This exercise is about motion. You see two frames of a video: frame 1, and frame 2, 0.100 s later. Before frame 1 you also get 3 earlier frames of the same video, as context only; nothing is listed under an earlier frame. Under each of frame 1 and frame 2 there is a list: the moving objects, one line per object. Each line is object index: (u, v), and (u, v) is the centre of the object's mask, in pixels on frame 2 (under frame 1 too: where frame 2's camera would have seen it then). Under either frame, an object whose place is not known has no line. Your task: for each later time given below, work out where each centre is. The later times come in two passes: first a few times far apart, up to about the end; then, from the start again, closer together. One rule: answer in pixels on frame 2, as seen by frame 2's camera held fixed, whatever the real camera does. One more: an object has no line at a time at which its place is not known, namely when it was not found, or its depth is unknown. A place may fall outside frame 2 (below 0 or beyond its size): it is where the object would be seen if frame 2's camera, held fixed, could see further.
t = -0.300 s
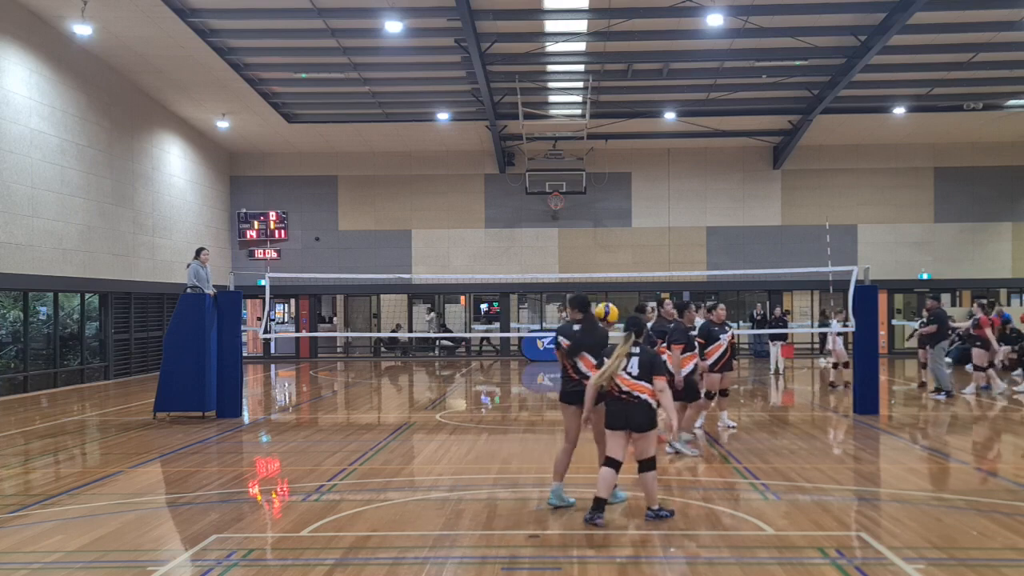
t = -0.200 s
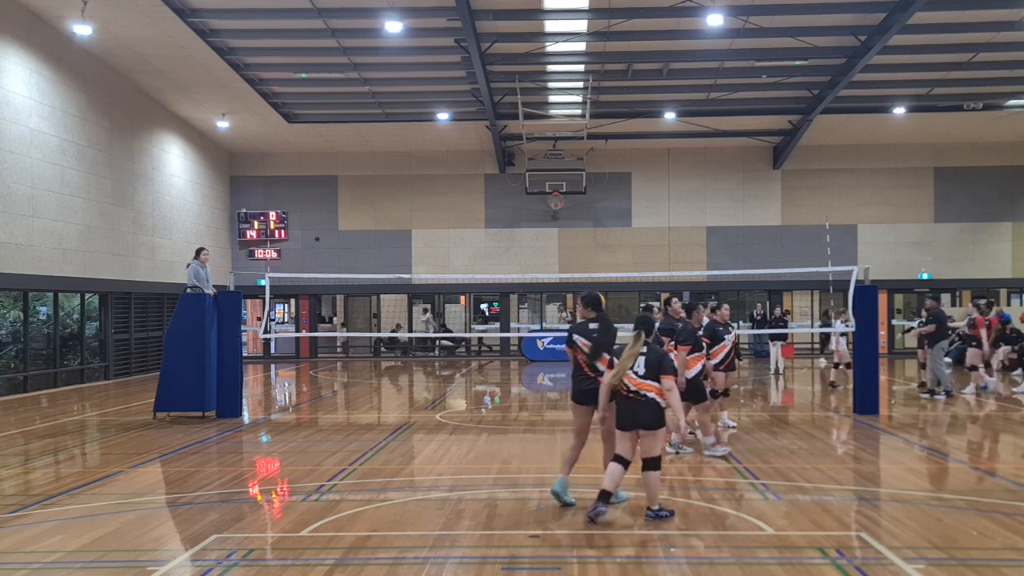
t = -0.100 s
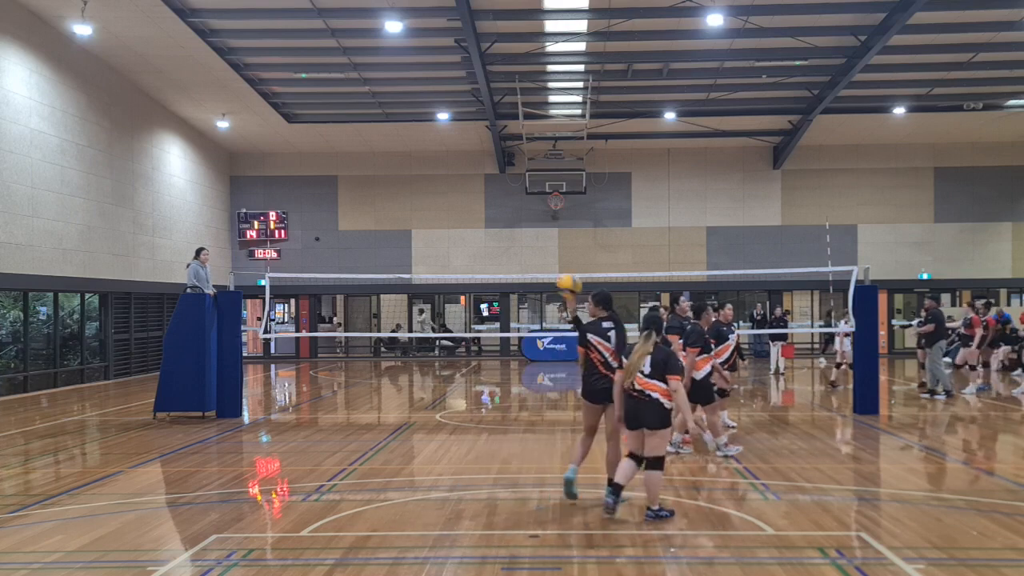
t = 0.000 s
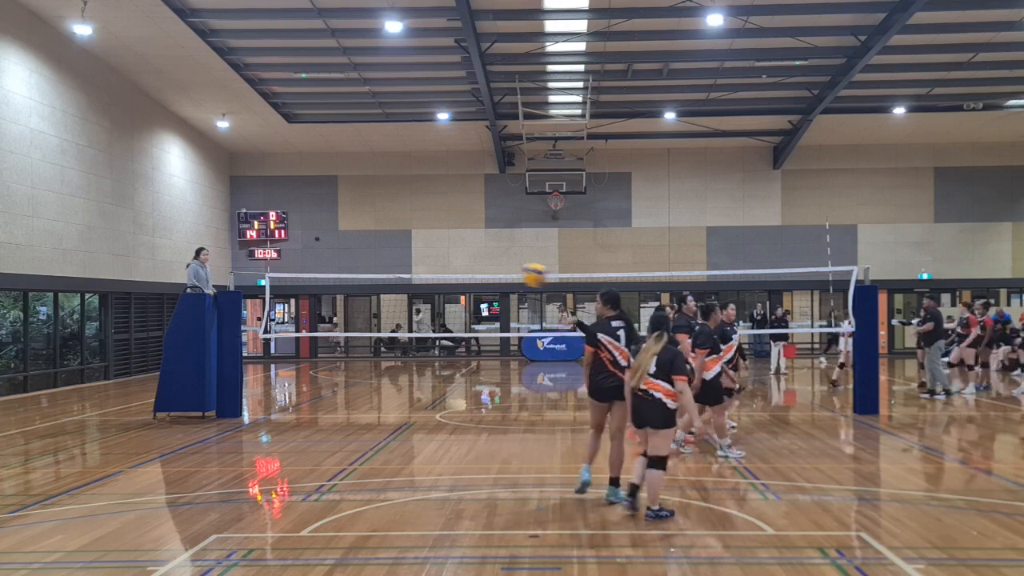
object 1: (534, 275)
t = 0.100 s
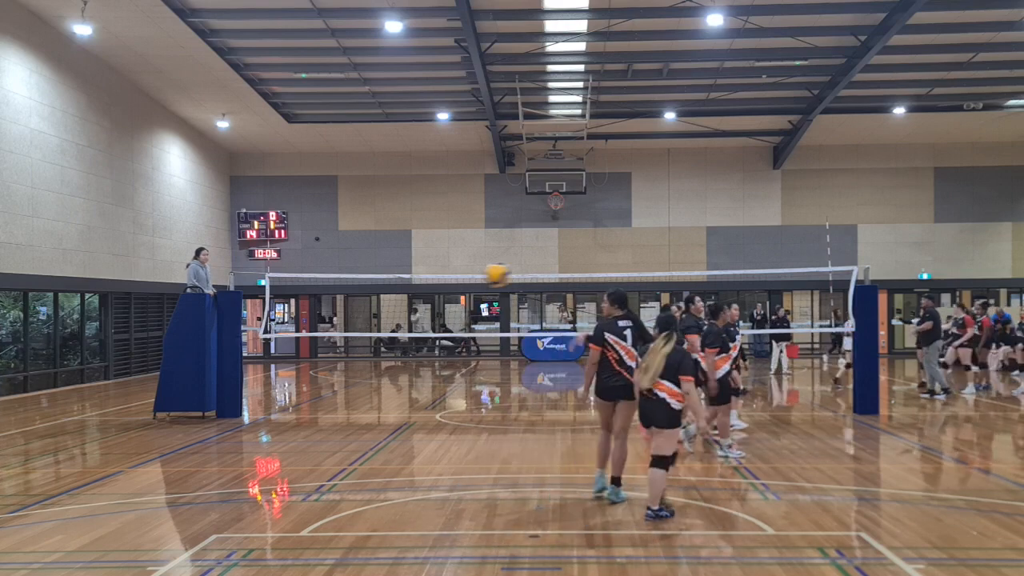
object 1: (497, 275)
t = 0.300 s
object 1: (419, 308)
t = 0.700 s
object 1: (245, 529)
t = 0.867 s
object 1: (209, 446)
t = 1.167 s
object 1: (139, 391)
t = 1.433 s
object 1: (73, 445)
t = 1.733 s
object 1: (6, 519)
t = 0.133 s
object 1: (485, 278)
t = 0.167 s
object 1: (472, 281)
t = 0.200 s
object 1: (460, 287)
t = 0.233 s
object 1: (447, 293)
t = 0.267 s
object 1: (433, 299)
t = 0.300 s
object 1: (419, 308)
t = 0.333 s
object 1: (406, 319)
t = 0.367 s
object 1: (393, 331)
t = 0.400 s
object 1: (379, 345)
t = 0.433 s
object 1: (364, 360)
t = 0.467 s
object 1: (351, 374)
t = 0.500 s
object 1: (337, 394)
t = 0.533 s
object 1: (322, 413)
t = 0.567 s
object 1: (305, 437)
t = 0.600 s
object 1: (291, 459)
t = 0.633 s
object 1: (275, 485)
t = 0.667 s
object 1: (258, 514)
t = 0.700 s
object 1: (245, 529)
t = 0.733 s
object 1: (239, 509)
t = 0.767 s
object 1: (231, 490)
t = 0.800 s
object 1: (223, 473)
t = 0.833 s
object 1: (216, 460)
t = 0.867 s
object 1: (209, 446)
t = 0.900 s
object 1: (201, 433)
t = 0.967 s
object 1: (185, 415)
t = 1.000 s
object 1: (176, 407)
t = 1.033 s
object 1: (170, 401)
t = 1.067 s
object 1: (162, 396)
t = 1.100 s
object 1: (154, 393)
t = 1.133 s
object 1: (146, 391)
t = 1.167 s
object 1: (139, 391)
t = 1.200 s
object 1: (130, 392)
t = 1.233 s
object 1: (122, 394)
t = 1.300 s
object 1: (106, 405)
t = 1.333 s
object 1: (98, 413)
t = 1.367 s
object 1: (90, 421)
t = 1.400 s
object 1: (82, 434)
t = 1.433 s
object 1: (73, 445)
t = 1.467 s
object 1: (66, 459)
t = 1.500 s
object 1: (59, 471)
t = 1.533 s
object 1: (48, 488)
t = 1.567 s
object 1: (41, 508)
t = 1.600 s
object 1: (32, 530)
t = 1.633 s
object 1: (24, 554)
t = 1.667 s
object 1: (16, 548)
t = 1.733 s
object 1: (6, 519)
